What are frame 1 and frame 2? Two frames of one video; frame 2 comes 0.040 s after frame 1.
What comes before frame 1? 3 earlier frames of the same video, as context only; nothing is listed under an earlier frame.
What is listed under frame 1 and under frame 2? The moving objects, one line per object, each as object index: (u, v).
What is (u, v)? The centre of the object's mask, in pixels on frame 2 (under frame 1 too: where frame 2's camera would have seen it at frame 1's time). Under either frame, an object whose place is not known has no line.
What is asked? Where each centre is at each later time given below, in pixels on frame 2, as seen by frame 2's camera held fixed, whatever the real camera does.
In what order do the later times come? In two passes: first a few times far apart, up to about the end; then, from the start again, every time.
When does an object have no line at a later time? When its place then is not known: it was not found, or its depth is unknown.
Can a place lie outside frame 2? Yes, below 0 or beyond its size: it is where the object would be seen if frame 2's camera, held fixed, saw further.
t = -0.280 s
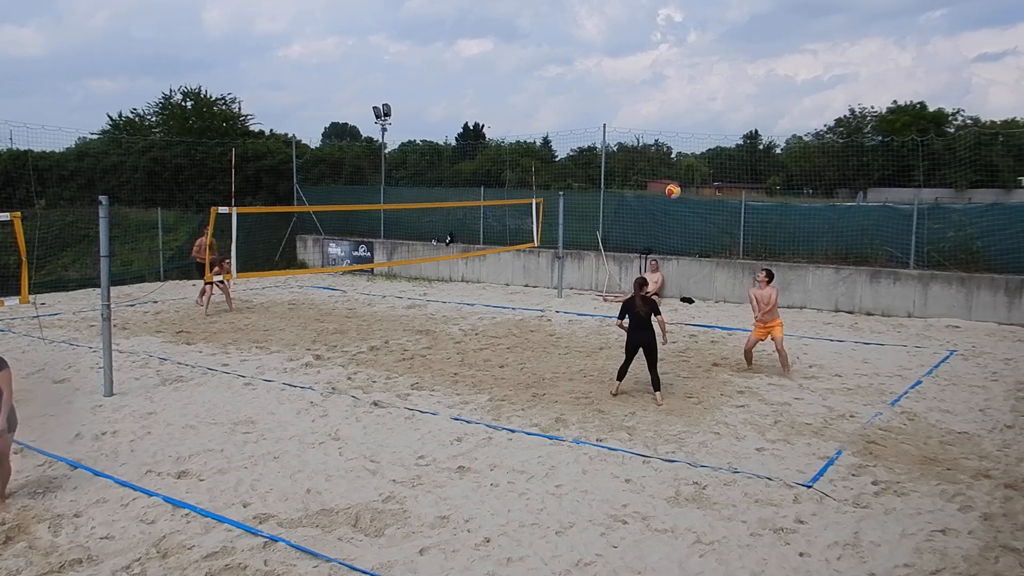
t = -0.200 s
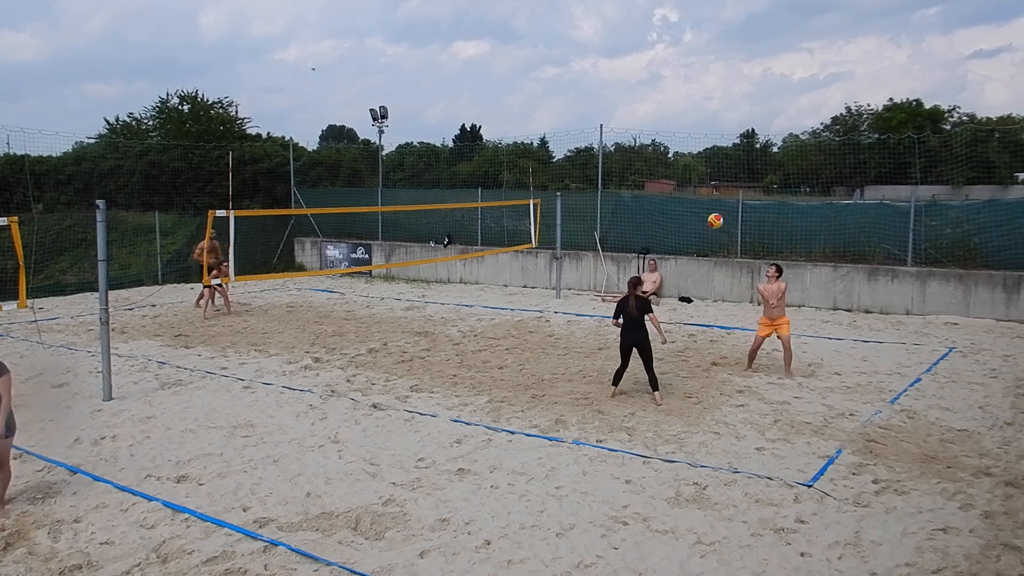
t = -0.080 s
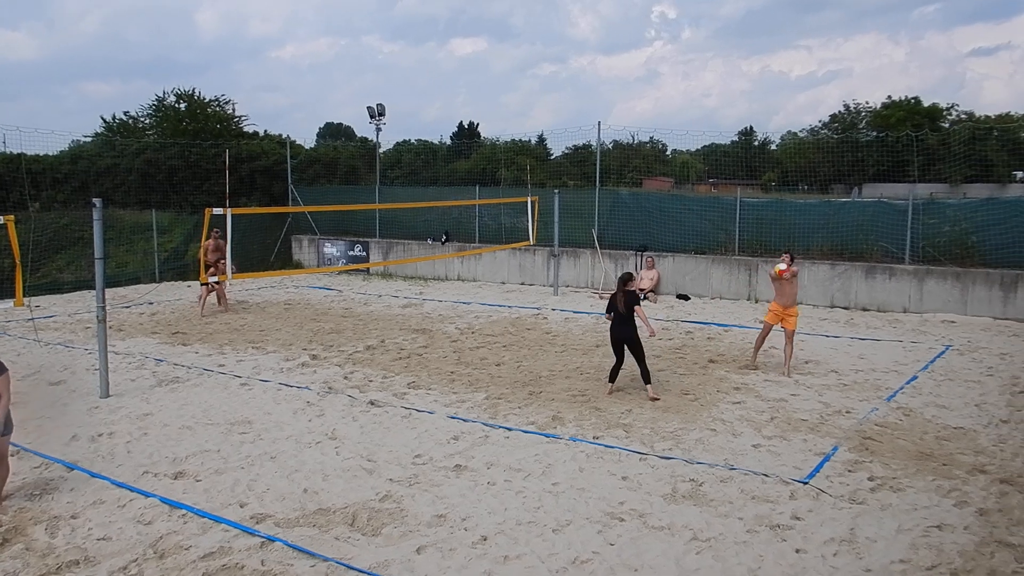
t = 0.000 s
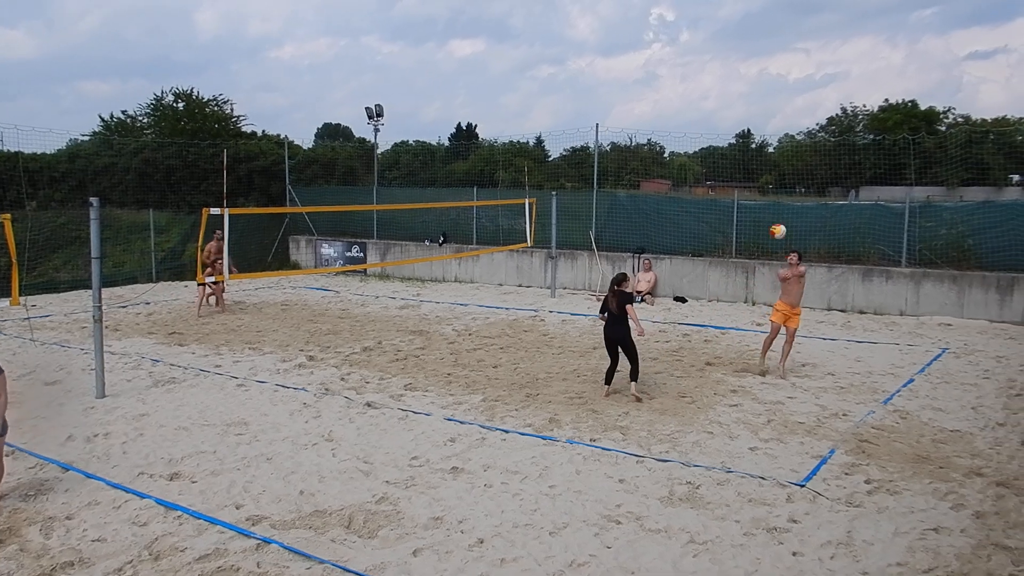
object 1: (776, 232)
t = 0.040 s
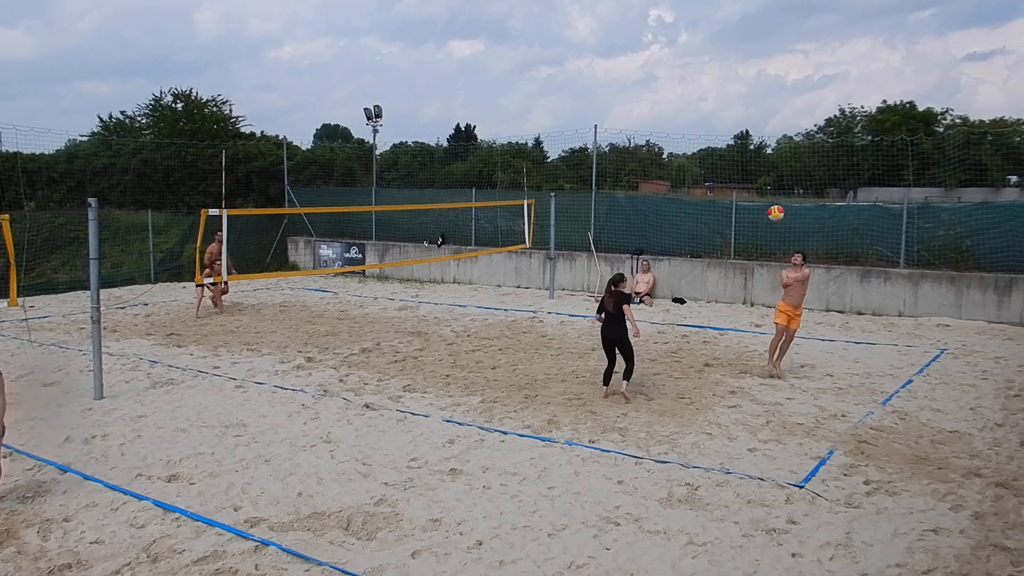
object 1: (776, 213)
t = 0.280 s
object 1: (769, 116)
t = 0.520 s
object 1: (761, 57)
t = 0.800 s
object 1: (748, 44)
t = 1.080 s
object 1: (728, 95)
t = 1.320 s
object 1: (707, 190)
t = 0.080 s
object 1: (775, 195)
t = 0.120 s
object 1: (773, 177)
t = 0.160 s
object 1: (772, 160)
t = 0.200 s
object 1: (771, 144)
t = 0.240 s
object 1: (770, 130)
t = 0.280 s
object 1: (769, 116)
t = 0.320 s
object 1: (768, 104)
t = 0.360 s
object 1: (766, 93)
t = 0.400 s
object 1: (765, 83)
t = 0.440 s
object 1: (763, 73)
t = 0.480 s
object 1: (762, 64)
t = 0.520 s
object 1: (761, 57)
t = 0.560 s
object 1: (760, 52)
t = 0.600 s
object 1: (758, 48)
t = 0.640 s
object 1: (756, 44)
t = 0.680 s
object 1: (754, 42)
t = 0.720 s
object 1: (752, 41)
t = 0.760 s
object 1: (750, 42)
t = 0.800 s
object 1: (748, 44)
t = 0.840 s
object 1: (746, 48)
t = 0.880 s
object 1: (743, 53)
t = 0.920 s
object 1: (740, 58)
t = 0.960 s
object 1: (737, 65)
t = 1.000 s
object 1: (734, 73)
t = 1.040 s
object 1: (731, 84)
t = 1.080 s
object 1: (728, 95)
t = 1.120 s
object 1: (725, 108)
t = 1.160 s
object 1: (722, 122)
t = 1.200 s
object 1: (718, 137)
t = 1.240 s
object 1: (714, 153)
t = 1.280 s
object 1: (710, 170)
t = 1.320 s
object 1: (707, 190)
